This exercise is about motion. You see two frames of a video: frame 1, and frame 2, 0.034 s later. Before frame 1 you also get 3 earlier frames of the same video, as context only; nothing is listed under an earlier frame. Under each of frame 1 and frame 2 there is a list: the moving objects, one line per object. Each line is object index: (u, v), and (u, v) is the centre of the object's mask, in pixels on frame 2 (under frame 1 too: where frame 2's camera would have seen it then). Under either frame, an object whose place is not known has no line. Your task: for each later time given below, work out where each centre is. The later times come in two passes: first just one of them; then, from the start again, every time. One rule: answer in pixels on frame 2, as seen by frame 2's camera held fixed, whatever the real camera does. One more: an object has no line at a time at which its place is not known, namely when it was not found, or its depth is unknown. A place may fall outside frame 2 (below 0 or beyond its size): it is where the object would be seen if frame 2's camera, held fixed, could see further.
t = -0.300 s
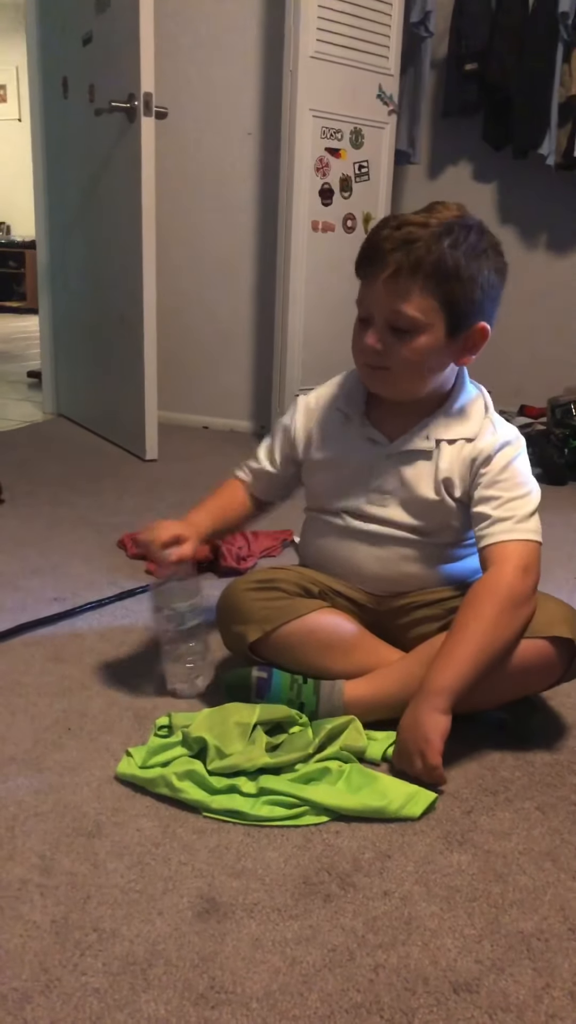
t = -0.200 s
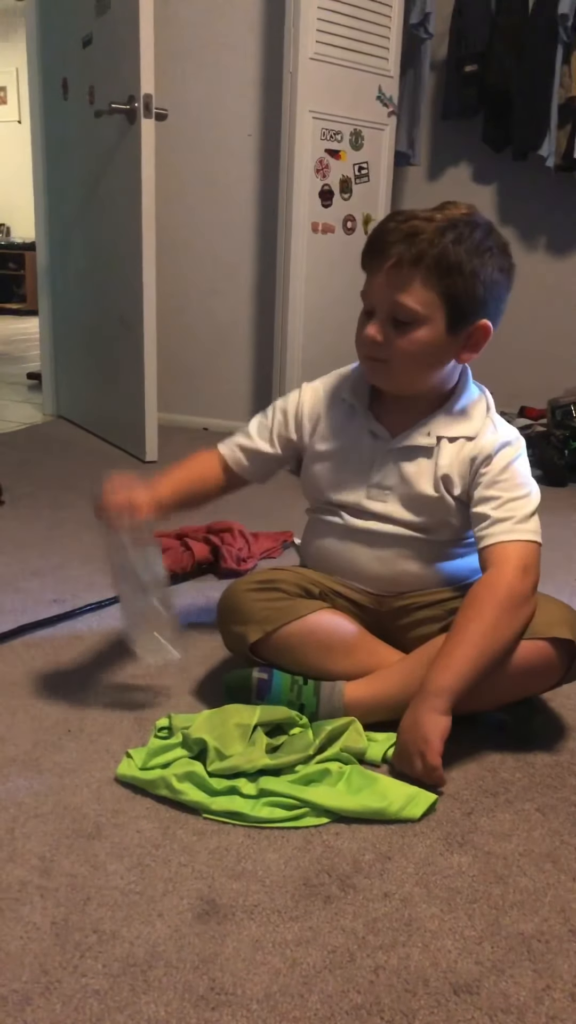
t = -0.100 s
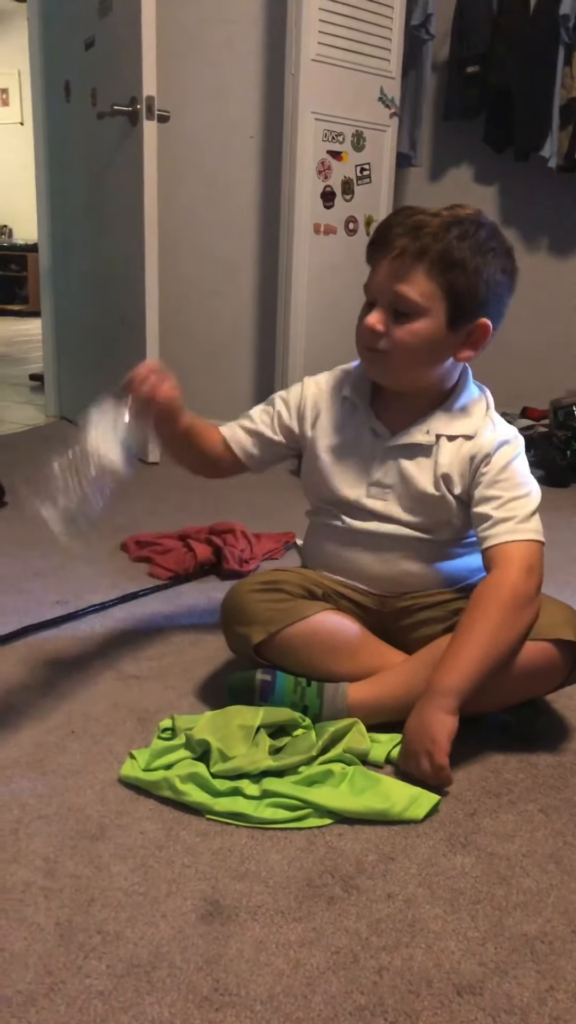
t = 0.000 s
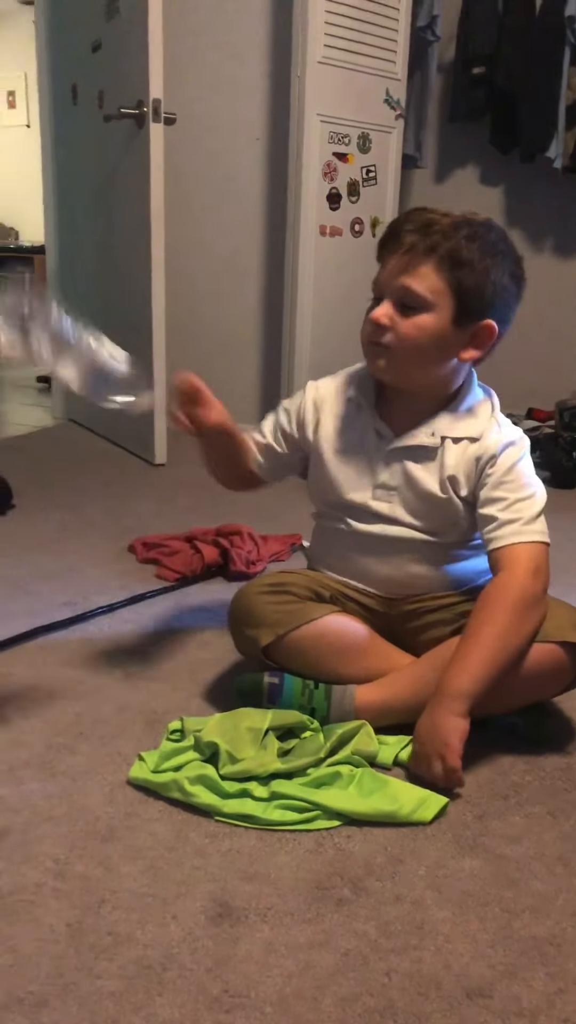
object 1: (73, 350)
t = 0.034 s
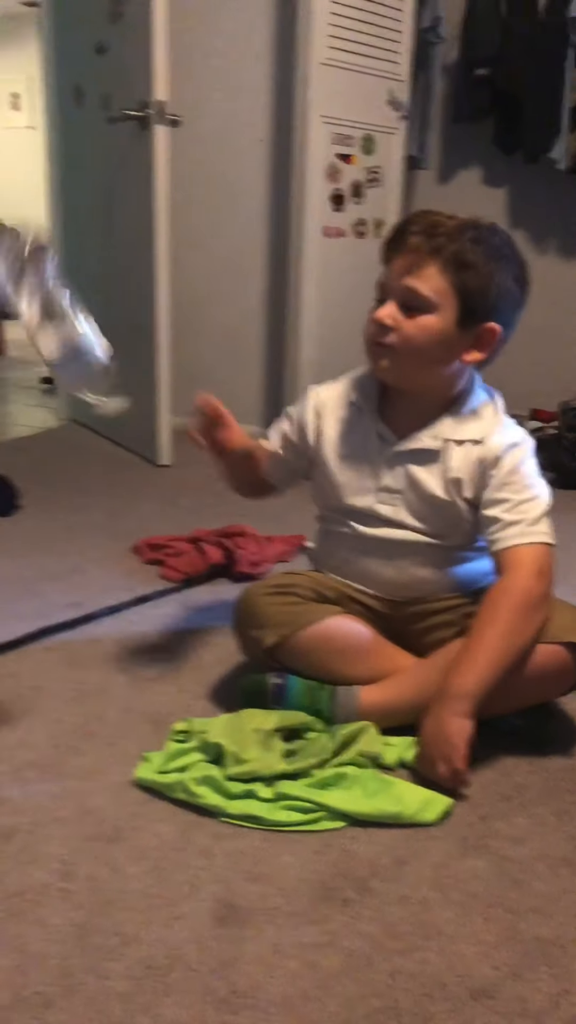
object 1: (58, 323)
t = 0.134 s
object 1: (7, 245)
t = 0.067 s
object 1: (39, 299)
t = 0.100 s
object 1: (24, 270)
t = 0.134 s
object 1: (7, 245)
